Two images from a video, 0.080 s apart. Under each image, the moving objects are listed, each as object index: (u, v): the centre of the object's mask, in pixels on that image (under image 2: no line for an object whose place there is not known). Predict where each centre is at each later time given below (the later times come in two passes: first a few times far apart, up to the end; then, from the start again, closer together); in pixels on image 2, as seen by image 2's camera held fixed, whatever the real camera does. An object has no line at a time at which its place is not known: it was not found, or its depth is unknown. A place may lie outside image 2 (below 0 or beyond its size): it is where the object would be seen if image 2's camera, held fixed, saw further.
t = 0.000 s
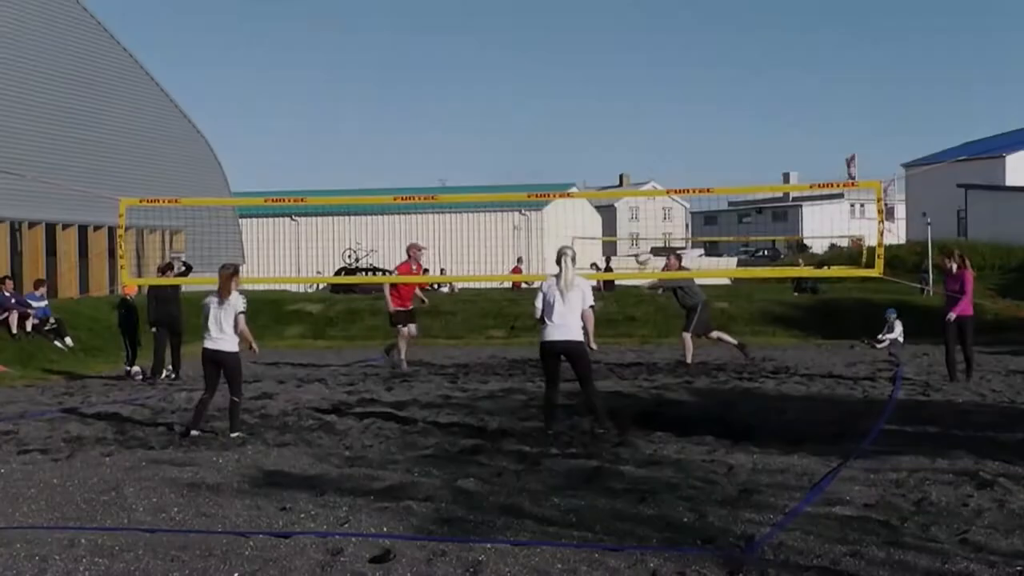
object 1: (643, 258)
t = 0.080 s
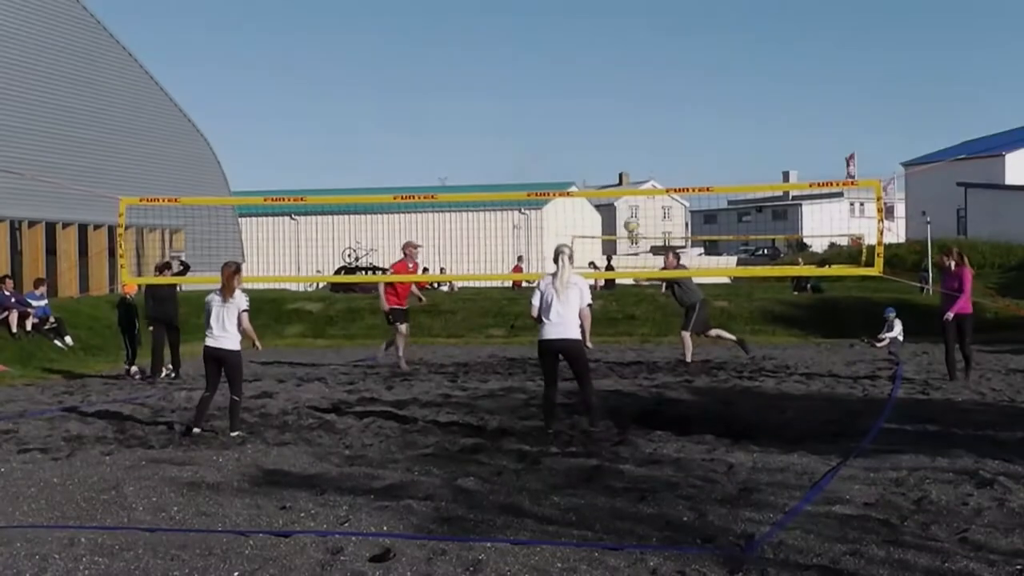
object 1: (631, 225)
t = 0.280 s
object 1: (606, 160)
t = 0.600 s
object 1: (565, 80)
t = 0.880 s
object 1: (530, 45)
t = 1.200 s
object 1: (490, 47)
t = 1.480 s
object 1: (455, 85)
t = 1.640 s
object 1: (436, 122)
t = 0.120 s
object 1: (627, 215)
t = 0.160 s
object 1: (623, 204)
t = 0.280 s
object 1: (606, 160)
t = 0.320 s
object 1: (601, 148)
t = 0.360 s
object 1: (597, 135)
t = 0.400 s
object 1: (602, 124)
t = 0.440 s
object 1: (595, 114)
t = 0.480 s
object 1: (581, 105)
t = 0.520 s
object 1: (575, 95)
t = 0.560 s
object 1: (571, 88)
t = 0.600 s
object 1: (565, 80)
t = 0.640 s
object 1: (560, 73)
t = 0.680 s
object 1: (556, 67)
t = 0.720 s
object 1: (549, 60)
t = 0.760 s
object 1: (545, 57)
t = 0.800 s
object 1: (540, 52)
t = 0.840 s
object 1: (535, 49)
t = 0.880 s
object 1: (530, 45)
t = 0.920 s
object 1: (526, 44)
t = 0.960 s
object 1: (519, 42)
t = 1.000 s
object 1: (515, 41)
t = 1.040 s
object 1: (509, 41)
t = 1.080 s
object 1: (505, 41)
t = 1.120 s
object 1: (499, 43)
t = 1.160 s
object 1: (494, 44)
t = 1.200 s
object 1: (490, 47)
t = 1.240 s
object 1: (485, 50)
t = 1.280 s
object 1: (480, 55)
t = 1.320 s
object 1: (475, 59)
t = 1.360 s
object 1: (470, 65)
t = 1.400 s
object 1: (465, 70)
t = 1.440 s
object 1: (460, 78)
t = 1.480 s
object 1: (455, 85)
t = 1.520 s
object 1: (450, 94)
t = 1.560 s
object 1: (445, 102)
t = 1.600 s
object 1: (440, 113)
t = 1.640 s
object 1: (436, 122)
